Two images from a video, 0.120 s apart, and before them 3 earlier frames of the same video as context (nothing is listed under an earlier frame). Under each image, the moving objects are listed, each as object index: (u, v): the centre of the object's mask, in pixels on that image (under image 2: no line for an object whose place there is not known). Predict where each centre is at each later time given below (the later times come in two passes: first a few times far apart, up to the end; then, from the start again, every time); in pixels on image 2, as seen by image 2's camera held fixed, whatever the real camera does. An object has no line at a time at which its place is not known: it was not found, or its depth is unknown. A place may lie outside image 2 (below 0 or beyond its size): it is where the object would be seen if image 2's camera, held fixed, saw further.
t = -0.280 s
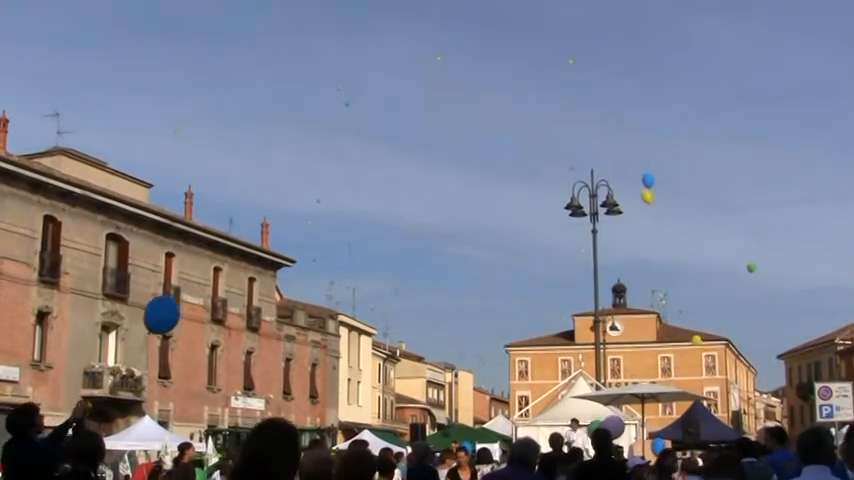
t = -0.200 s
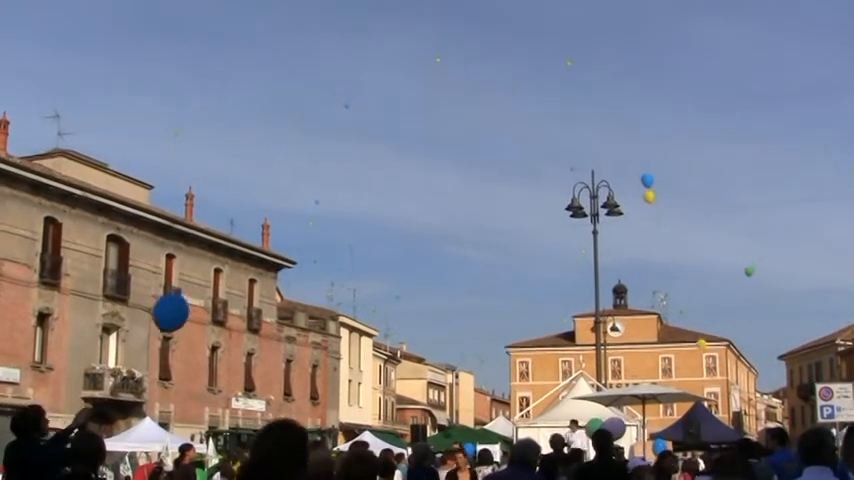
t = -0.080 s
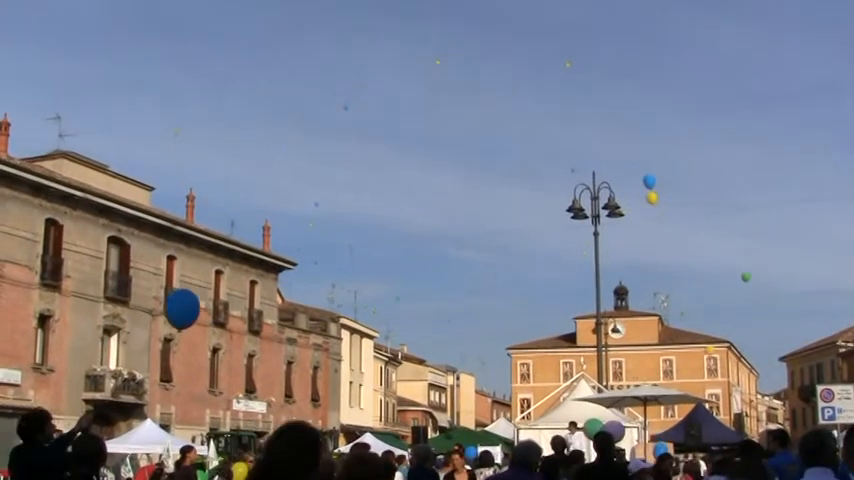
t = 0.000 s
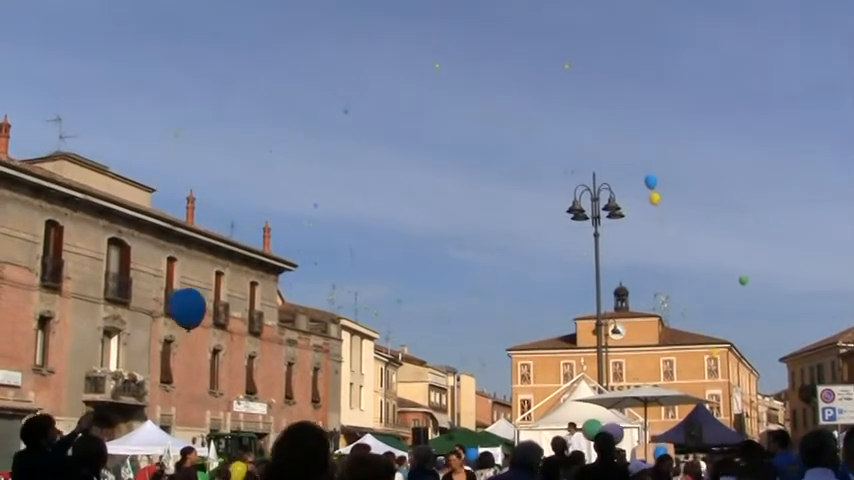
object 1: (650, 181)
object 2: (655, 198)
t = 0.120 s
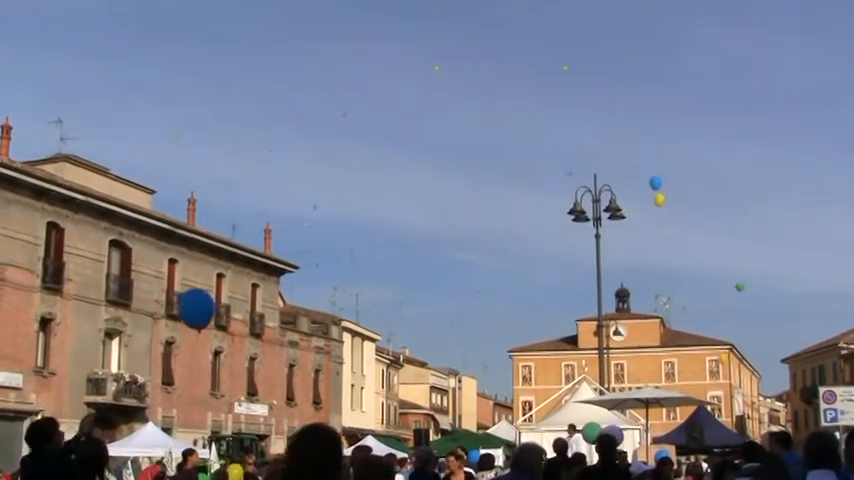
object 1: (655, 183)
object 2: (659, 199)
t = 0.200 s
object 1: (658, 183)
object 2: (663, 199)
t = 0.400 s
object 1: (665, 184)
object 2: (669, 201)
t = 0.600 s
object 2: (672, 204)
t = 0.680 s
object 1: (671, 186)
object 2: (671, 204)
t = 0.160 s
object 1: (657, 182)
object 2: (661, 199)
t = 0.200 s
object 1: (658, 183)
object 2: (663, 199)
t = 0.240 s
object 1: (660, 183)
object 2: (664, 199)
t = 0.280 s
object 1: (661, 183)
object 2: (665, 199)
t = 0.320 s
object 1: (662, 184)
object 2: (666, 200)
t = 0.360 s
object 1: (664, 184)
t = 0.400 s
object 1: (665, 184)
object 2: (669, 201)
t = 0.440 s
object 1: (666, 185)
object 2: (670, 201)
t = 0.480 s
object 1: (667, 185)
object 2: (671, 202)
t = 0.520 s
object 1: (669, 185)
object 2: (672, 202)
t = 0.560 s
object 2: (671, 204)
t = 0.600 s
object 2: (672, 204)
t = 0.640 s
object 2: (671, 204)
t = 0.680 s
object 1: (671, 186)
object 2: (671, 204)
